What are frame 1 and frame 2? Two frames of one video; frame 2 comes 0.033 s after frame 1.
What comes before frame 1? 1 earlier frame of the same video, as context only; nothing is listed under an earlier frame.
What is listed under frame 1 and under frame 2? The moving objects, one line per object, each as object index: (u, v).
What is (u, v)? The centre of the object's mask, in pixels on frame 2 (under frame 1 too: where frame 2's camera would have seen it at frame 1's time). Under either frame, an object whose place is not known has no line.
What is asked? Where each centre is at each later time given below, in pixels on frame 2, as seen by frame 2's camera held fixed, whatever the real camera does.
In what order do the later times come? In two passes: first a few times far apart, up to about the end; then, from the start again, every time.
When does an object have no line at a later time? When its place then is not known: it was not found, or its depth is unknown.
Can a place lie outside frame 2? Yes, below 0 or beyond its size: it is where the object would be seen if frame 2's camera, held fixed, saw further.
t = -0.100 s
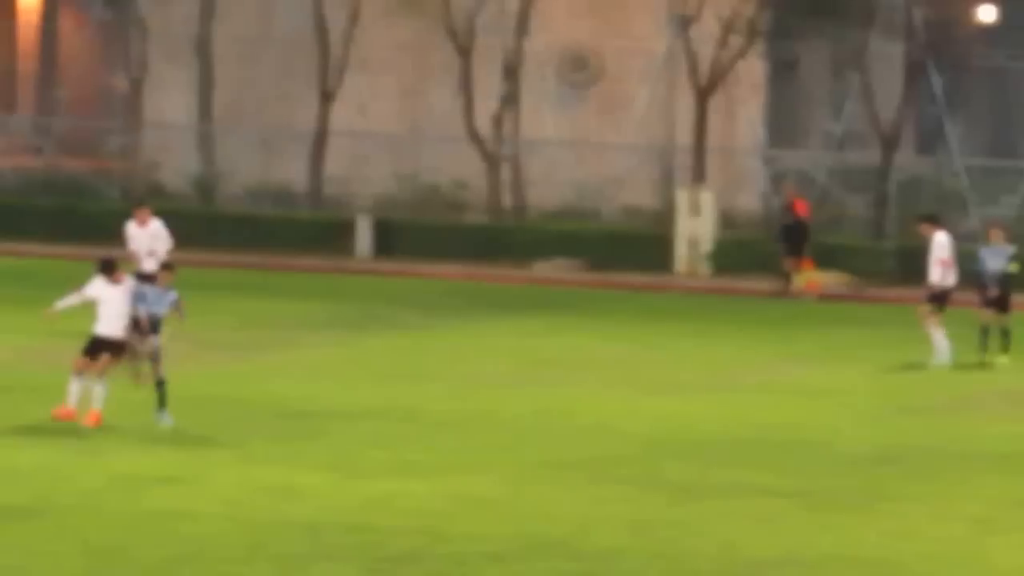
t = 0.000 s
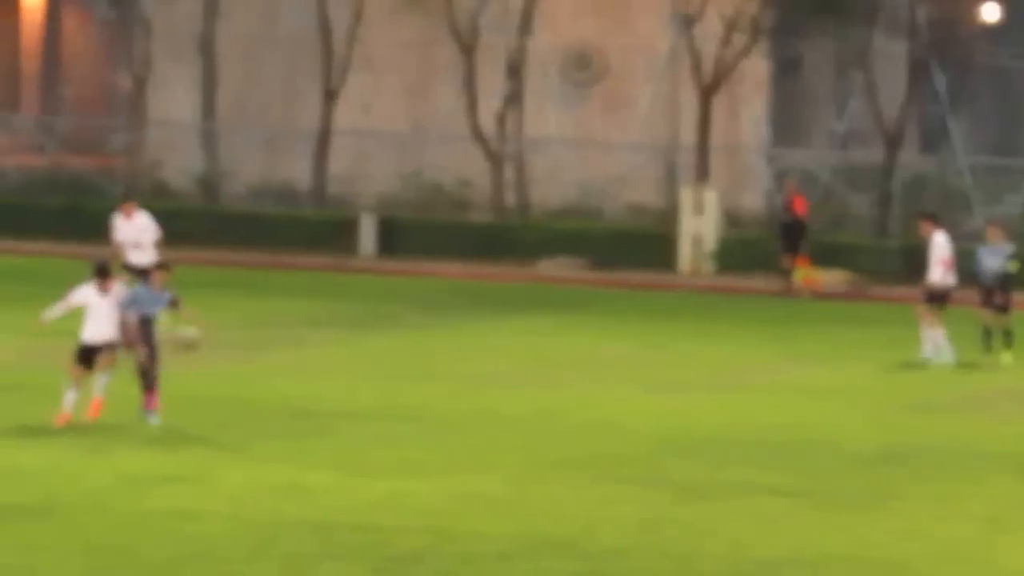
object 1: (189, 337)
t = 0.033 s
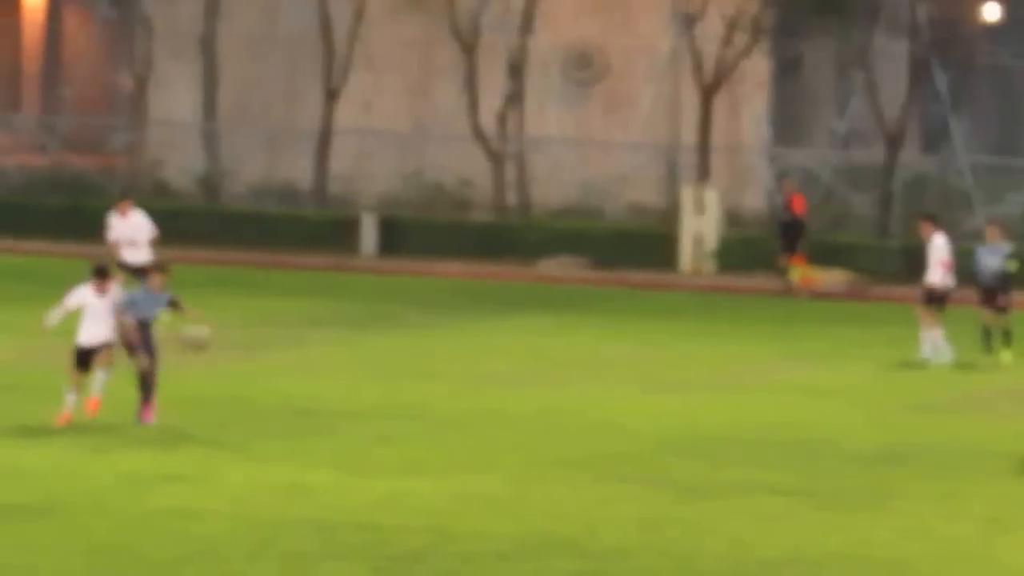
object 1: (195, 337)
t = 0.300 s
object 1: (282, 386)
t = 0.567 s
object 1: (355, 432)
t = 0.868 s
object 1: (407, 429)
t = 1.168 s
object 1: (460, 471)
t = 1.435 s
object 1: (511, 469)
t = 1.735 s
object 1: (571, 506)
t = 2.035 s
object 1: (628, 540)
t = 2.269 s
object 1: (675, 551)
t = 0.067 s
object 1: (207, 339)
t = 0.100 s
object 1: (218, 342)
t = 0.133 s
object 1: (229, 346)
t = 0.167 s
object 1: (240, 351)
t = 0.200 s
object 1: (250, 359)
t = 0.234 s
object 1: (263, 368)
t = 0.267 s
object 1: (272, 377)
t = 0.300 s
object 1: (282, 386)
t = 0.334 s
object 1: (296, 400)
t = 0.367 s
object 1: (307, 413)
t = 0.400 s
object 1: (316, 426)
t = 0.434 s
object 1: (330, 445)
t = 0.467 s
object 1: (338, 455)
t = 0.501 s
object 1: (344, 447)
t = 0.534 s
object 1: (350, 439)
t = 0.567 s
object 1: (355, 432)
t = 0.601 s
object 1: (360, 427)
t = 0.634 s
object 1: (365, 423)
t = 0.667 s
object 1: (371, 420)
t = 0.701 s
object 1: (378, 418)
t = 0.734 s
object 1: (383, 418)
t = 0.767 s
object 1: (389, 419)
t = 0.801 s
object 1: (395, 421)
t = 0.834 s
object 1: (401, 425)
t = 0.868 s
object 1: (407, 429)
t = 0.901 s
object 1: (413, 435)
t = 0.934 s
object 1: (418, 441)
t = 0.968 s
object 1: (424, 451)
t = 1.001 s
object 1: (429, 461)
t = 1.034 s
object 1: (435, 472)
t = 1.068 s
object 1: (440, 485)
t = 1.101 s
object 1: (446, 485)
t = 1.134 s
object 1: (453, 477)
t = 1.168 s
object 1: (460, 471)
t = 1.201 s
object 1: (467, 467)
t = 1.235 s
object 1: (473, 463)
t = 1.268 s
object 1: (479, 461)
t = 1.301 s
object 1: (486, 460)
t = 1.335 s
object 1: (492, 460)
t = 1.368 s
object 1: (498, 462)
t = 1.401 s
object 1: (505, 465)
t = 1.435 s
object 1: (511, 469)
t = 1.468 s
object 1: (518, 475)
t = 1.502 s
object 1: (524, 482)
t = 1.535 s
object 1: (530, 490)
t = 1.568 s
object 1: (537, 500)
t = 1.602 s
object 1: (544, 512)
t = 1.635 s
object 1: (551, 516)
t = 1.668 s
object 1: (557, 513)
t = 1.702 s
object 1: (564, 508)
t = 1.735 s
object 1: (571, 506)
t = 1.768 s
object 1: (578, 505)
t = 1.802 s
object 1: (584, 507)
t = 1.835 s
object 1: (590, 510)
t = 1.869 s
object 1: (597, 514)
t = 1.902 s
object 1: (602, 519)
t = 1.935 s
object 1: (609, 526)
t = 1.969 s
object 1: (616, 536)
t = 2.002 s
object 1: (622, 540)
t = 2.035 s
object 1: (628, 540)
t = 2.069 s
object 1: (636, 537)
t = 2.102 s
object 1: (642, 539)
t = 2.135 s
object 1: (648, 541)
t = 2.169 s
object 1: (655, 545)
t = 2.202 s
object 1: (661, 550)
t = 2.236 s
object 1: (668, 553)
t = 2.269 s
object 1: (675, 551)
